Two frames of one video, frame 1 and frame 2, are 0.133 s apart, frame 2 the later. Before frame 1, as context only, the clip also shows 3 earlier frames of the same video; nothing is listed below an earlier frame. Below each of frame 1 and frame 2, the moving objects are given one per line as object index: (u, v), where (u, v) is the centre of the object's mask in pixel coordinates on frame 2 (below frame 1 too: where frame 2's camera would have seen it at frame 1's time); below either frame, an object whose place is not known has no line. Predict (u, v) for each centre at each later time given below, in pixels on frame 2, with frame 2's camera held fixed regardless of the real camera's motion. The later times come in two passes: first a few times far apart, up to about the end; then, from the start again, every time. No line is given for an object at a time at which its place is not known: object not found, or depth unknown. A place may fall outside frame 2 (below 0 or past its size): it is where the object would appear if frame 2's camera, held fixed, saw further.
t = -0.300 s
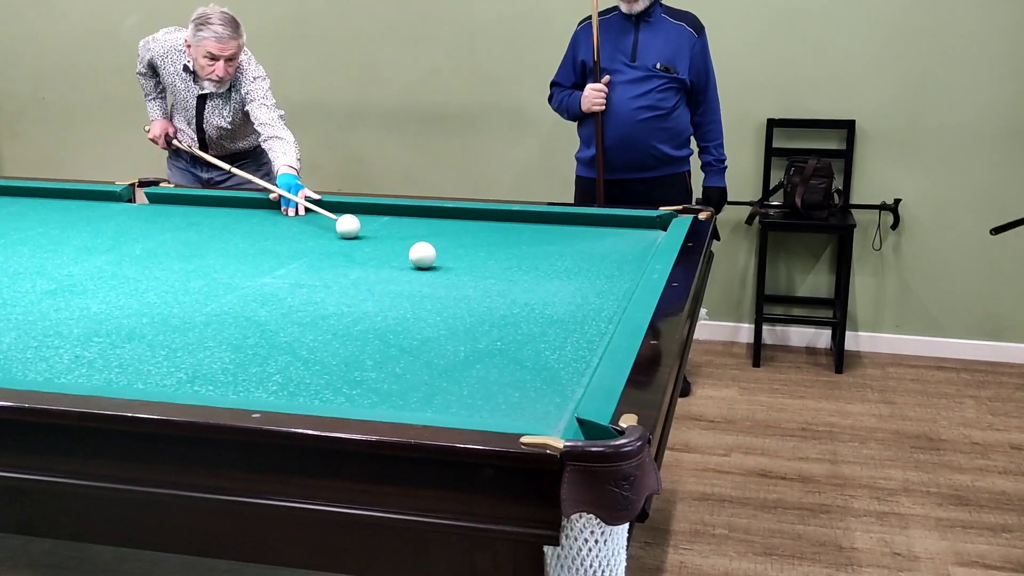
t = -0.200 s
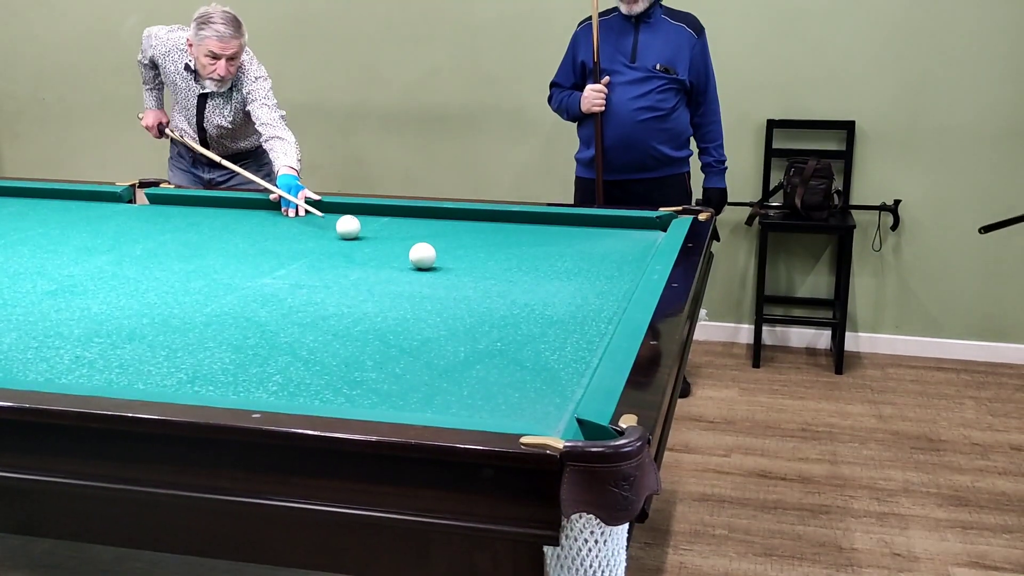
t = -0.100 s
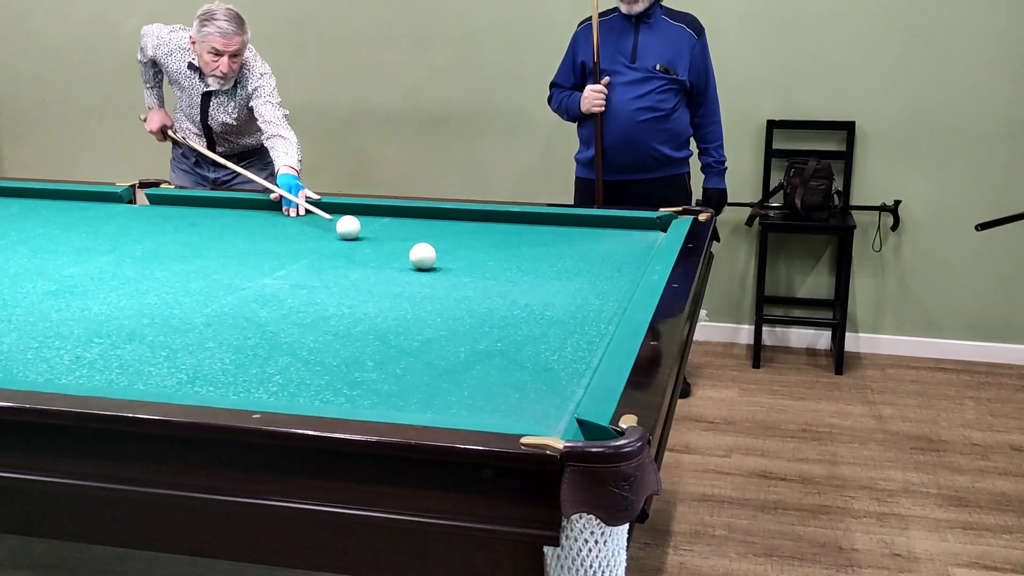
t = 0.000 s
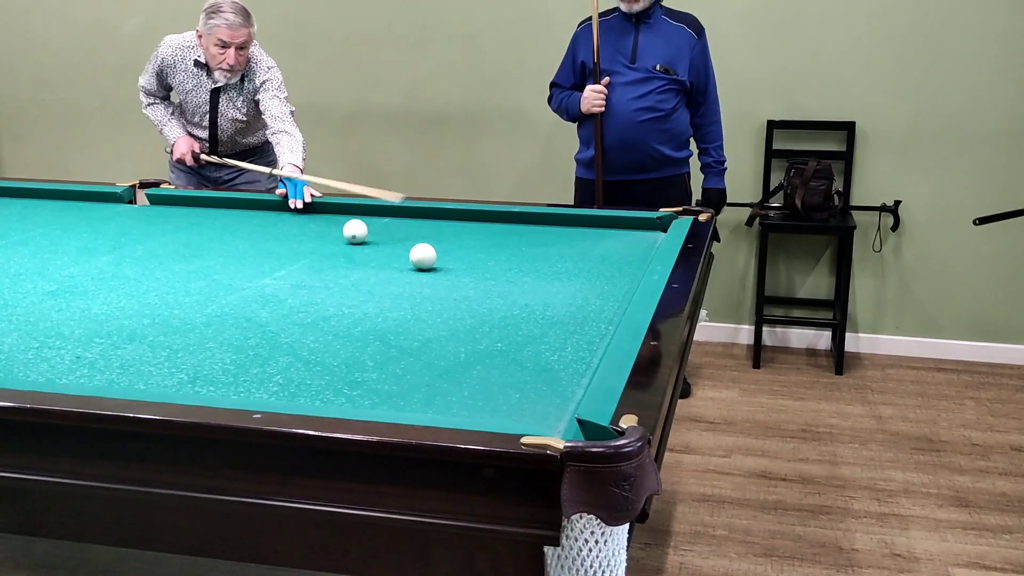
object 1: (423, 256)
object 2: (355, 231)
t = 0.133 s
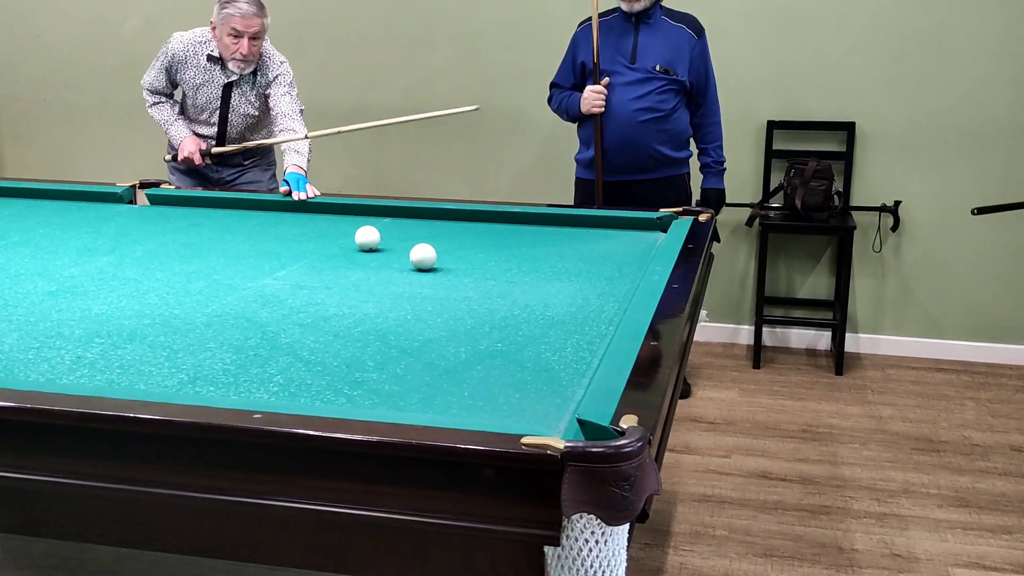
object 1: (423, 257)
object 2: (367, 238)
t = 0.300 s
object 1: (423, 256)
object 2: (383, 247)
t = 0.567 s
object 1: (439, 258)
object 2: (394, 260)
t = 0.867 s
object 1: (474, 261)
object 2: (386, 274)
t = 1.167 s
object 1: (507, 265)
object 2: (378, 289)
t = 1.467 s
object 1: (538, 267)
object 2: (370, 305)
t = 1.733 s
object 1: (563, 270)
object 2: (363, 320)
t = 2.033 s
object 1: (590, 273)
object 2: (353, 338)
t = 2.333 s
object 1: (613, 276)
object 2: (344, 357)
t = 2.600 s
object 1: (630, 277)
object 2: (336, 375)
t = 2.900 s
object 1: (620, 278)
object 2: (327, 391)
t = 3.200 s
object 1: (611, 278)
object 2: (334, 393)
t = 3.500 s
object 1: (605, 279)
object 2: (355, 387)
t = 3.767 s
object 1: (602, 279)
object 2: (372, 380)
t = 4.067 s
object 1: (600, 278)
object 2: (388, 371)
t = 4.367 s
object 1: (599, 278)
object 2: (403, 365)
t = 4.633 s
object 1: (599, 278)
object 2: (414, 360)
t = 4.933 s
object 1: (599, 278)
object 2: (424, 355)
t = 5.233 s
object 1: (599, 278)
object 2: (432, 352)
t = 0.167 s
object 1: (423, 257)
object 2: (371, 240)
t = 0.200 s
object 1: (423, 257)
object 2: (373, 241)
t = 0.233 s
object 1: (423, 257)
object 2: (377, 243)
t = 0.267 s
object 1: (423, 257)
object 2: (380, 245)
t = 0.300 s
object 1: (423, 256)
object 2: (383, 247)
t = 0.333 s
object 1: (423, 256)
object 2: (386, 248)
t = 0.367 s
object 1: (423, 256)
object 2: (390, 250)
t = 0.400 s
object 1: (423, 256)
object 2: (393, 252)
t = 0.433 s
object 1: (423, 256)
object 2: (396, 254)
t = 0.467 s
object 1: (427, 257)
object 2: (396, 255)
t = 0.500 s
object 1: (431, 257)
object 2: (395, 257)
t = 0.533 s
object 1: (435, 257)
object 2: (394, 258)
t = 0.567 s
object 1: (439, 258)
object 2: (394, 260)
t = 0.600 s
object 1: (443, 258)
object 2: (393, 261)
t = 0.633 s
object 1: (447, 259)
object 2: (392, 263)
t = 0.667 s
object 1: (451, 259)
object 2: (391, 264)
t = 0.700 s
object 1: (455, 259)
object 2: (390, 266)
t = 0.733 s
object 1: (459, 260)
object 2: (389, 267)
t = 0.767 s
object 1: (463, 260)
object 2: (388, 269)
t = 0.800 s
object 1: (467, 261)
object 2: (387, 271)
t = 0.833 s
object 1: (471, 261)
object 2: (386, 272)
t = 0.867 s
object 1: (474, 261)
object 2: (386, 274)
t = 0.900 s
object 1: (478, 262)
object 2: (385, 275)
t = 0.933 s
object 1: (482, 262)
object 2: (384, 277)
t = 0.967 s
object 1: (486, 262)
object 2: (383, 279)
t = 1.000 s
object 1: (489, 263)
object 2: (382, 280)
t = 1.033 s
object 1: (493, 263)
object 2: (381, 282)
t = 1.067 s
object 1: (496, 263)
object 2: (381, 284)
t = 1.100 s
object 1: (500, 264)
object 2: (380, 285)
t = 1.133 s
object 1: (504, 264)
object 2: (379, 287)
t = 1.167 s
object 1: (507, 265)
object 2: (378, 289)
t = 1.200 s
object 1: (511, 265)
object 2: (377, 291)
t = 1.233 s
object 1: (514, 265)
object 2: (376, 292)
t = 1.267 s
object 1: (518, 266)
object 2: (376, 294)
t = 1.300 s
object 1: (521, 266)
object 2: (375, 296)
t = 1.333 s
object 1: (525, 266)
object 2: (374, 298)
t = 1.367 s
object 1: (528, 267)
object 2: (373, 300)
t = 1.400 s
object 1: (532, 267)
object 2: (372, 301)
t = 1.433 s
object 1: (535, 267)
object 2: (371, 303)
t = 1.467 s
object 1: (538, 267)
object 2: (370, 305)
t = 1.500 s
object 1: (541, 268)
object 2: (369, 307)
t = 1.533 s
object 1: (545, 268)
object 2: (368, 309)
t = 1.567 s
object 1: (548, 268)
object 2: (367, 311)
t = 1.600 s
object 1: (551, 269)
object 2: (366, 313)
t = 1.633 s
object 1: (554, 269)
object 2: (366, 314)
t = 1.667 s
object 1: (557, 269)
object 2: (365, 316)
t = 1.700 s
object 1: (560, 270)
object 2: (363, 318)
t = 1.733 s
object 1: (563, 270)
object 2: (363, 320)
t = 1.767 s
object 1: (567, 270)
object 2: (362, 322)
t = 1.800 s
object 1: (570, 271)
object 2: (361, 324)
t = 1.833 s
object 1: (573, 271)
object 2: (360, 326)
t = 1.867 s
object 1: (576, 271)
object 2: (359, 328)
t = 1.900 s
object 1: (578, 272)
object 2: (357, 330)
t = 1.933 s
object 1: (581, 272)
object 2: (357, 332)
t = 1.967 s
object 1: (584, 272)
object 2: (356, 334)
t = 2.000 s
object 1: (587, 272)
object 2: (354, 336)
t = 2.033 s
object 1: (590, 273)
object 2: (353, 338)
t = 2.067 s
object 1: (593, 273)
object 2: (353, 341)
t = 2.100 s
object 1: (595, 273)
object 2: (351, 342)
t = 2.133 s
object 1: (598, 274)
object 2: (350, 345)
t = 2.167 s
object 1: (600, 274)
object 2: (349, 347)
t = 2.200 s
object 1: (603, 275)
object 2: (349, 349)
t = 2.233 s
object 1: (606, 275)
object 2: (347, 351)
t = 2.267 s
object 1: (608, 275)
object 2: (346, 353)
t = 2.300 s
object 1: (611, 275)
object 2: (345, 355)
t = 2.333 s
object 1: (613, 276)
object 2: (344, 357)
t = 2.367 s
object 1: (615, 276)
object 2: (343, 359)
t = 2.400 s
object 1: (618, 276)
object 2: (342, 362)
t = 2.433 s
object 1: (620, 277)
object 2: (341, 364)
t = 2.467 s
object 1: (622, 277)
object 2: (340, 366)
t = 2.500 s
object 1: (625, 277)
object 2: (339, 368)
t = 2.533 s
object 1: (627, 277)
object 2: (338, 370)
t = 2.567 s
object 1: (629, 277)
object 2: (337, 372)
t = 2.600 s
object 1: (630, 277)
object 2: (336, 375)
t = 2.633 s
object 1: (629, 277)
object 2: (335, 377)
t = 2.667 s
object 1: (628, 278)
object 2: (334, 379)
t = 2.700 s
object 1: (627, 278)
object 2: (333, 381)
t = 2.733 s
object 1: (626, 278)
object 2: (332, 383)
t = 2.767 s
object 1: (625, 278)
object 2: (331, 385)
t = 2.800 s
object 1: (624, 278)
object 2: (330, 387)
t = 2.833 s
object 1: (622, 278)
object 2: (329, 388)
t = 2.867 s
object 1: (621, 278)
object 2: (328, 389)
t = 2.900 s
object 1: (620, 278)
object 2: (327, 391)
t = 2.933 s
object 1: (619, 278)
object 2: (326, 392)
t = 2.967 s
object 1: (618, 278)
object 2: (325, 393)
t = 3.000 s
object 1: (617, 278)
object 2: (324, 394)
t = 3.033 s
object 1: (616, 278)
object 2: (323, 395)
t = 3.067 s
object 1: (614, 278)
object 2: (326, 395)
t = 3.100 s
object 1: (614, 278)
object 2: (328, 394)
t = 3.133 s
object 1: (613, 278)
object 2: (329, 394)
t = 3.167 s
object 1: (612, 278)
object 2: (332, 393)
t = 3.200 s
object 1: (611, 278)
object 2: (334, 393)
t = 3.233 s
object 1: (611, 278)
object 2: (337, 392)
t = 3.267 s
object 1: (610, 278)
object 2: (339, 392)
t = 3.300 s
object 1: (609, 279)
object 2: (341, 391)
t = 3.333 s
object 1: (608, 278)
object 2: (344, 390)
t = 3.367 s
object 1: (608, 279)
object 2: (346, 390)
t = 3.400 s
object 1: (607, 278)
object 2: (348, 389)
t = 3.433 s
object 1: (606, 278)
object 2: (351, 389)
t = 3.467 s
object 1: (606, 278)
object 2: (353, 388)
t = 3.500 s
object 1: (605, 279)
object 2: (355, 387)
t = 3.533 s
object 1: (605, 279)
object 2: (357, 387)
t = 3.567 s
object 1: (604, 279)
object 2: (359, 386)
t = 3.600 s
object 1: (604, 279)
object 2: (361, 385)
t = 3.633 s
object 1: (603, 279)
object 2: (363, 383)
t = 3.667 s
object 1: (603, 279)
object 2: (365, 382)
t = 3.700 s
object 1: (602, 279)
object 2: (367, 381)
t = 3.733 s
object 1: (602, 278)
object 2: (369, 381)
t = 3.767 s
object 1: (602, 279)
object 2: (372, 380)
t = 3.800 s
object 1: (601, 279)
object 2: (373, 379)
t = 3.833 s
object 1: (601, 279)
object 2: (376, 378)
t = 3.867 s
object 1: (601, 279)
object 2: (377, 377)
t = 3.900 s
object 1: (601, 279)
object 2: (379, 376)
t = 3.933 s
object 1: (600, 279)
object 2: (381, 375)
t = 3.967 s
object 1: (600, 279)
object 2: (383, 374)
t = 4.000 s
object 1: (600, 279)
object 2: (385, 374)
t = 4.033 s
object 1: (600, 278)
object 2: (387, 373)
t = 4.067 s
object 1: (600, 278)
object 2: (388, 371)
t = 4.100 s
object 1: (600, 279)
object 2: (390, 371)
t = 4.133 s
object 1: (599, 278)
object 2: (392, 370)
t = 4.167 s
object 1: (599, 278)
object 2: (393, 369)
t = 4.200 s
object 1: (599, 278)
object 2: (395, 369)
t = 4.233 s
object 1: (599, 278)
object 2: (397, 368)
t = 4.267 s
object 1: (598, 278)
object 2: (399, 367)
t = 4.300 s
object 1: (598, 278)
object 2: (400, 367)
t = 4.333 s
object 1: (599, 278)
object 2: (402, 366)
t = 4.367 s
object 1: (599, 278)
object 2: (403, 365)
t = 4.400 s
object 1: (599, 278)
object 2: (405, 364)
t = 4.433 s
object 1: (599, 277)
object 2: (406, 364)
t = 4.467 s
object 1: (599, 278)
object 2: (408, 363)
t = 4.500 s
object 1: (599, 278)
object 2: (409, 363)
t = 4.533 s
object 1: (599, 278)
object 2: (410, 362)
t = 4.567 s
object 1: (599, 278)
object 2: (411, 361)
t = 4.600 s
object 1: (599, 278)
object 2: (413, 360)
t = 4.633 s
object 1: (599, 278)
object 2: (414, 360)
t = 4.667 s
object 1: (599, 278)
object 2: (416, 359)
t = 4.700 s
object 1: (599, 278)
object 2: (416, 359)
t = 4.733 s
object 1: (599, 278)
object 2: (417, 359)
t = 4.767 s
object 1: (599, 278)
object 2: (419, 358)
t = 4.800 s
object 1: (599, 278)
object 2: (420, 357)
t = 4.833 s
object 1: (599, 278)
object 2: (421, 357)
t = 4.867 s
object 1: (599, 279)
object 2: (422, 356)
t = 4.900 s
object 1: (599, 278)
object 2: (423, 356)
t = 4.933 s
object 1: (599, 278)
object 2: (424, 355)
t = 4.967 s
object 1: (599, 278)
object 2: (425, 355)
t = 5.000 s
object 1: (599, 278)
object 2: (426, 354)
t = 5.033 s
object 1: (599, 279)
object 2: (427, 354)
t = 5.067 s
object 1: (599, 278)
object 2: (428, 353)
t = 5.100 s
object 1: (599, 278)
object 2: (429, 352)
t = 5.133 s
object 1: (599, 278)
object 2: (430, 353)
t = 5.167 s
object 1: (599, 278)
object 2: (431, 353)
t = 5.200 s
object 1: (598, 278)
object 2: (432, 352)
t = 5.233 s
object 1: (599, 278)
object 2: (432, 352)
